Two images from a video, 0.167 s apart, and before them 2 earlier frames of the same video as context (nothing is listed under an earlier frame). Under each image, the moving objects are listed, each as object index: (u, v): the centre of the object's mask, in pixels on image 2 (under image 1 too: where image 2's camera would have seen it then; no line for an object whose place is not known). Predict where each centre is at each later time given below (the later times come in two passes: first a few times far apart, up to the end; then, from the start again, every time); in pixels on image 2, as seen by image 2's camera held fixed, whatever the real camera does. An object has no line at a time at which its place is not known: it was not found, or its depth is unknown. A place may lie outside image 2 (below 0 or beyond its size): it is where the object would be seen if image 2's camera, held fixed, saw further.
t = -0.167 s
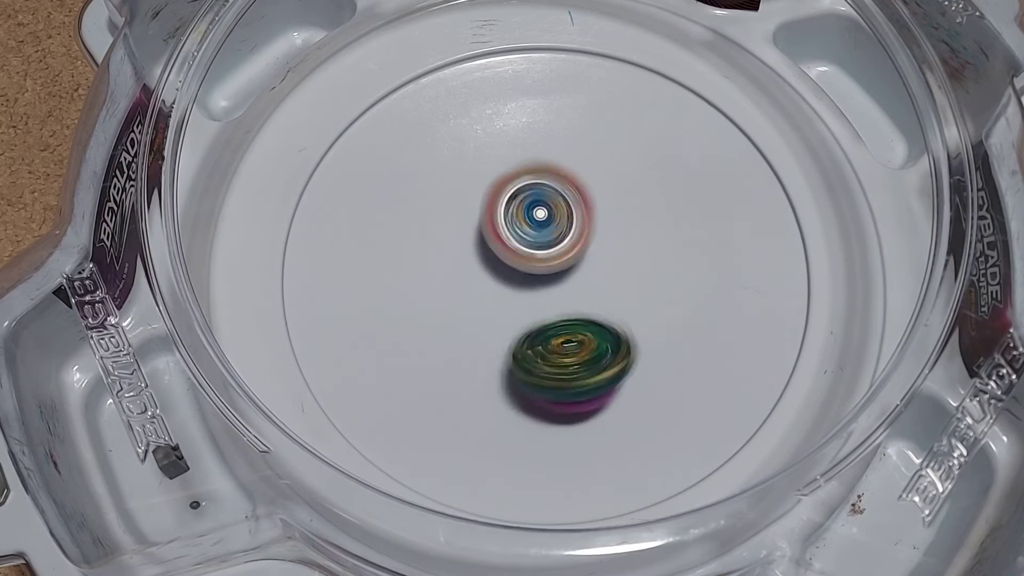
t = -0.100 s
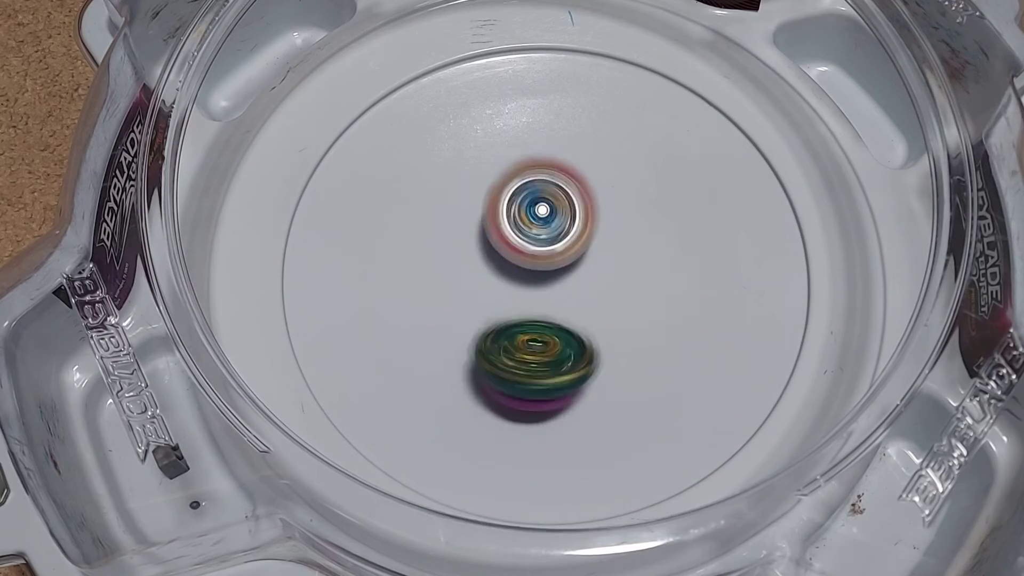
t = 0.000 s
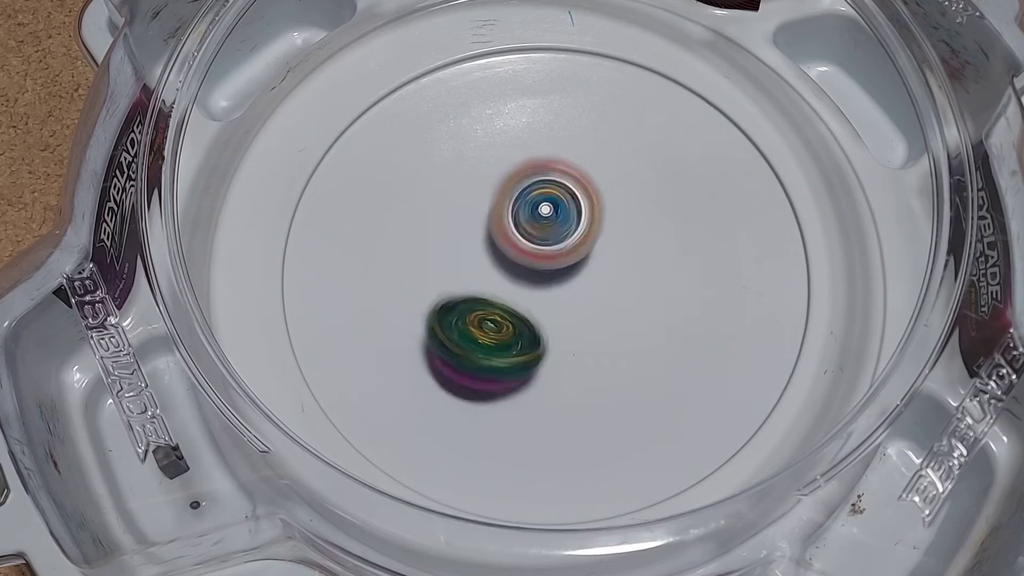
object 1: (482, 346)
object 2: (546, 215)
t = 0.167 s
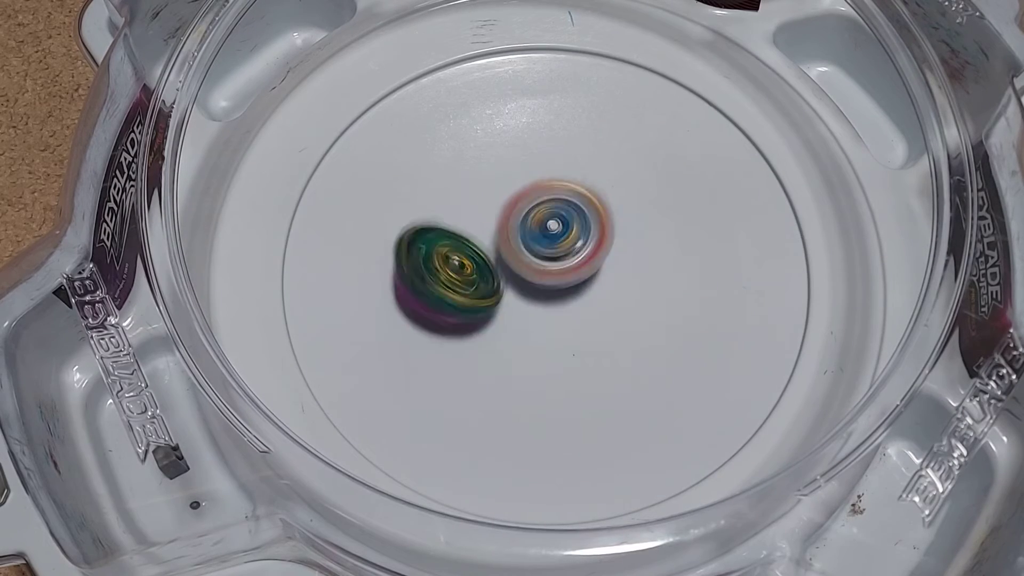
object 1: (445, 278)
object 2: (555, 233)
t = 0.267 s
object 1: (418, 228)
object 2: (573, 251)
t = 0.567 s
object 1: (453, 198)
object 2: (562, 285)
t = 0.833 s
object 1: (567, 171)
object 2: (522, 312)
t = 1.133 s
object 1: (616, 223)
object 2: (526, 288)
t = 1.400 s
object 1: (632, 287)
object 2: (518, 272)
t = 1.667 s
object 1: (630, 286)
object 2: (527, 272)
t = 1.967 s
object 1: (629, 273)
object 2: (527, 262)
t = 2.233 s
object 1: (624, 271)
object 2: (521, 250)
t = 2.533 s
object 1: (624, 270)
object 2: (525, 248)
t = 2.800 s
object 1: (626, 277)
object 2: (524, 250)
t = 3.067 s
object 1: (634, 298)
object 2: (522, 220)
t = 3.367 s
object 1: (622, 276)
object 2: (532, 220)
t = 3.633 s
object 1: (623, 284)
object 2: (509, 253)
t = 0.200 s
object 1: (439, 259)
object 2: (559, 240)
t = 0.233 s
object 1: (426, 245)
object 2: (567, 246)
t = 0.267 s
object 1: (418, 228)
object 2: (573, 251)
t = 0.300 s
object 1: (410, 214)
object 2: (575, 254)
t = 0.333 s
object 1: (407, 203)
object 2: (577, 258)
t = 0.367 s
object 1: (406, 197)
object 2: (578, 262)
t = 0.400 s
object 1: (411, 191)
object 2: (578, 266)
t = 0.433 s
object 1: (418, 192)
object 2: (575, 272)
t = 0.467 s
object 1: (425, 189)
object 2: (573, 276)
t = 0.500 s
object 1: (436, 190)
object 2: (569, 280)
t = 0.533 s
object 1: (446, 193)
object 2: (566, 283)
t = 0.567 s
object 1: (453, 198)
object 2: (562, 285)
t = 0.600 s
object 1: (467, 198)
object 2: (556, 285)
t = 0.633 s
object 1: (479, 202)
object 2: (551, 286)
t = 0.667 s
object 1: (490, 198)
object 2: (543, 295)
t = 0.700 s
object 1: (505, 189)
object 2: (539, 309)
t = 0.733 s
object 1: (520, 183)
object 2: (532, 316)
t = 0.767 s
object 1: (534, 180)
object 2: (526, 317)
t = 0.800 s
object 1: (551, 179)
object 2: (525, 315)
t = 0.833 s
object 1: (567, 171)
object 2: (522, 312)
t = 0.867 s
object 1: (586, 177)
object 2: (520, 310)
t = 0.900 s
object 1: (597, 183)
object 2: (517, 308)
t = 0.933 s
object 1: (604, 187)
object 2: (515, 304)
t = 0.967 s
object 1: (611, 192)
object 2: (516, 301)
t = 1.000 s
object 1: (617, 196)
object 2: (517, 296)
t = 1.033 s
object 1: (620, 202)
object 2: (519, 293)
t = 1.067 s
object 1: (617, 214)
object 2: (519, 291)
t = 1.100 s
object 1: (615, 220)
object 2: (522, 289)
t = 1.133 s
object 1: (616, 223)
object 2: (526, 288)
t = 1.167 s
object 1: (619, 234)
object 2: (515, 283)
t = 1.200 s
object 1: (625, 243)
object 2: (509, 280)
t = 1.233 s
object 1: (627, 254)
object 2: (508, 275)
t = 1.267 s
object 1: (630, 264)
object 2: (512, 274)
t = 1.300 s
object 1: (631, 276)
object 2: (516, 275)
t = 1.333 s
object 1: (631, 284)
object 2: (518, 274)
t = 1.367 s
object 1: (633, 285)
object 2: (517, 273)
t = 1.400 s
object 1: (632, 287)
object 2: (518, 272)
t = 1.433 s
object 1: (631, 288)
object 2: (522, 271)
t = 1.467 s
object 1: (631, 287)
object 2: (522, 271)
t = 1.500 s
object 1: (630, 287)
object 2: (522, 271)
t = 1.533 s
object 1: (631, 287)
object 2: (525, 272)
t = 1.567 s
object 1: (630, 286)
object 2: (525, 272)
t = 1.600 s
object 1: (630, 286)
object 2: (526, 270)
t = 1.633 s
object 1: (630, 286)
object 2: (526, 272)
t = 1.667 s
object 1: (630, 286)
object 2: (527, 272)
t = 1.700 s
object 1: (630, 286)
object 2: (529, 271)
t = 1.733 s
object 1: (630, 286)
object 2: (527, 271)
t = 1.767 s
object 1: (628, 286)
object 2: (525, 269)
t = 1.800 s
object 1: (629, 284)
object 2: (527, 268)
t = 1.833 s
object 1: (628, 283)
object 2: (526, 267)
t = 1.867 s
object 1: (628, 283)
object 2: (525, 265)
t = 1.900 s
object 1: (629, 279)
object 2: (528, 265)
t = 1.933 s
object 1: (629, 275)
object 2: (528, 264)
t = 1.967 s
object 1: (629, 273)
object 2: (527, 262)
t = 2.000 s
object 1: (630, 271)
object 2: (529, 263)
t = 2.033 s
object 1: (628, 274)
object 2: (528, 260)
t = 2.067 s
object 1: (628, 274)
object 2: (526, 257)
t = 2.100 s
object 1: (627, 272)
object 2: (521, 254)
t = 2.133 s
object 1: (625, 270)
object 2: (521, 251)
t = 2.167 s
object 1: (624, 270)
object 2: (519, 248)
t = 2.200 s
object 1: (624, 271)
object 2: (520, 249)
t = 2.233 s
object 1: (624, 271)
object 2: (521, 250)
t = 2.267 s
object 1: (624, 271)
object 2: (517, 249)
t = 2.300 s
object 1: (624, 270)
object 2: (516, 247)
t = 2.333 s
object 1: (624, 270)
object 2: (518, 246)
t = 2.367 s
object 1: (624, 270)
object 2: (519, 244)
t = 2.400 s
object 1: (625, 270)
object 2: (522, 244)
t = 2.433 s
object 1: (625, 270)
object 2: (525, 246)
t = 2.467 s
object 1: (624, 270)
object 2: (523, 247)
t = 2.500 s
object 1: (624, 270)
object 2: (523, 247)
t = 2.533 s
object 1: (624, 270)
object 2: (525, 248)
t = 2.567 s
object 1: (625, 270)
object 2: (526, 248)
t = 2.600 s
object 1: (626, 270)
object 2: (525, 251)
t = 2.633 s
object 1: (625, 270)
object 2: (522, 251)
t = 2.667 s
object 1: (624, 272)
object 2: (518, 250)
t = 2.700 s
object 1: (623, 273)
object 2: (519, 249)
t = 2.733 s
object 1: (623, 276)
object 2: (522, 247)
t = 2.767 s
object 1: (624, 277)
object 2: (523, 249)
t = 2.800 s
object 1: (626, 277)
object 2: (524, 250)
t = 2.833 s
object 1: (626, 277)
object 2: (521, 248)
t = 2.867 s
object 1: (625, 279)
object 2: (521, 247)
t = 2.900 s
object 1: (625, 281)
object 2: (523, 244)
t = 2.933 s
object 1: (625, 285)
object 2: (525, 242)
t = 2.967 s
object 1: (624, 286)
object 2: (527, 238)
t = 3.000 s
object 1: (627, 290)
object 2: (527, 236)
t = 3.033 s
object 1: (632, 296)
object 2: (522, 225)
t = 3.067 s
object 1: (634, 298)
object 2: (522, 220)
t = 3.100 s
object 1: (632, 298)
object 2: (521, 213)
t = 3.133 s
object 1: (628, 295)
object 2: (524, 213)
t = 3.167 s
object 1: (624, 291)
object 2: (525, 216)
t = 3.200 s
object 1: (621, 285)
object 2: (527, 217)
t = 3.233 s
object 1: (622, 278)
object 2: (531, 218)
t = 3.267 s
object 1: (623, 277)
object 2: (531, 216)
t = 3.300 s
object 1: (623, 277)
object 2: (531, 216)
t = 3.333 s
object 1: (622, 276)
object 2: (532, 218)
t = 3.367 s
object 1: (622, 276)
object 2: (532, 220)
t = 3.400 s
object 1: (622, 278)
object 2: (532, 222)
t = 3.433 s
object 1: (623, 281)
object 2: (533, 225)
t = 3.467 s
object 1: (624, 283)
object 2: (534, 230)
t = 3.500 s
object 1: (625, 286)
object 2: (533, 234)
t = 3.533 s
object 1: (627, 288)
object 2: (527, 237)
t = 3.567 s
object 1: (628, 288)
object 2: (519, 242)
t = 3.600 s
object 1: (626, 287)
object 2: (514, 247)
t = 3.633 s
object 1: (623, 284)
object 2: (509, 253)
